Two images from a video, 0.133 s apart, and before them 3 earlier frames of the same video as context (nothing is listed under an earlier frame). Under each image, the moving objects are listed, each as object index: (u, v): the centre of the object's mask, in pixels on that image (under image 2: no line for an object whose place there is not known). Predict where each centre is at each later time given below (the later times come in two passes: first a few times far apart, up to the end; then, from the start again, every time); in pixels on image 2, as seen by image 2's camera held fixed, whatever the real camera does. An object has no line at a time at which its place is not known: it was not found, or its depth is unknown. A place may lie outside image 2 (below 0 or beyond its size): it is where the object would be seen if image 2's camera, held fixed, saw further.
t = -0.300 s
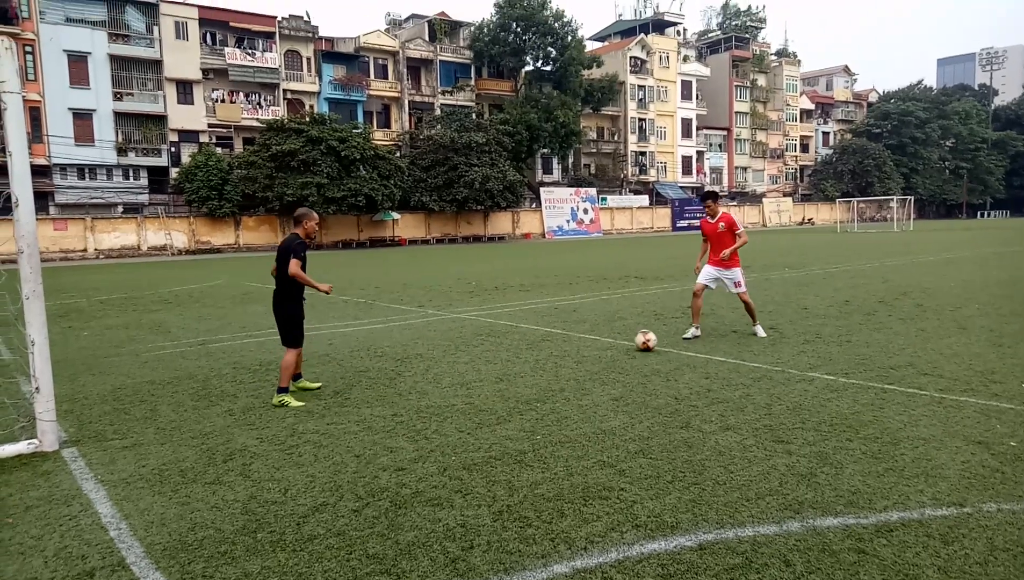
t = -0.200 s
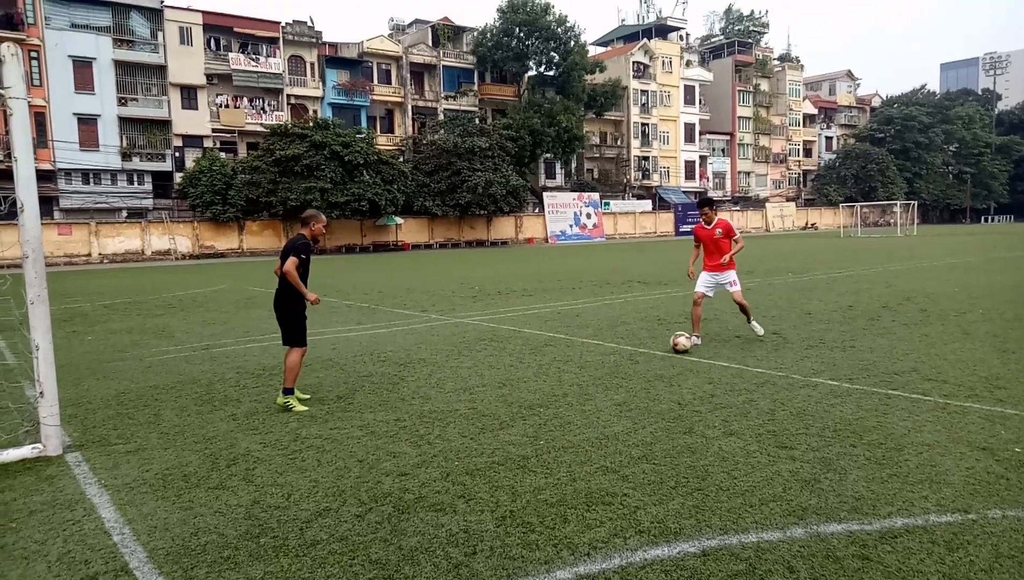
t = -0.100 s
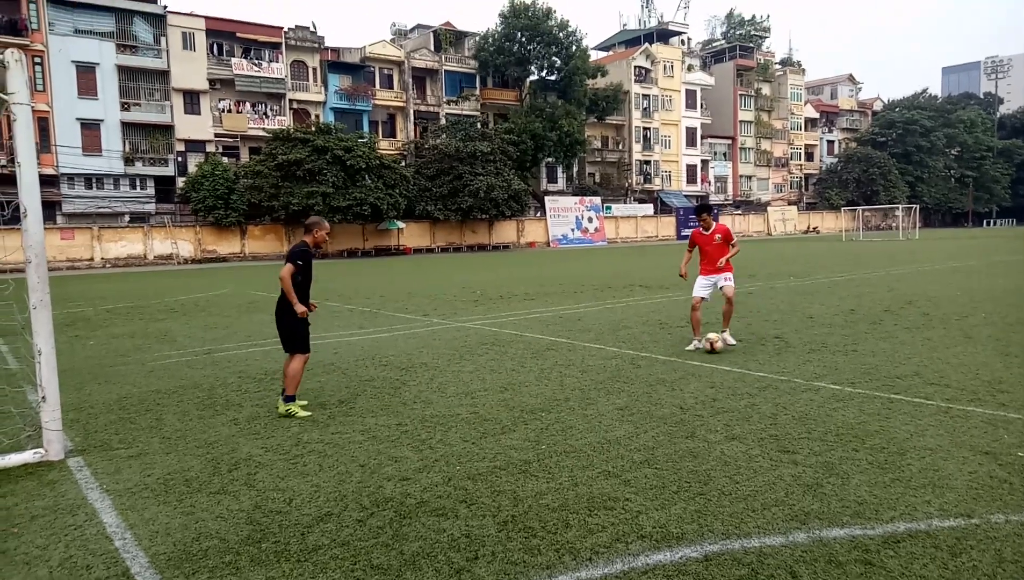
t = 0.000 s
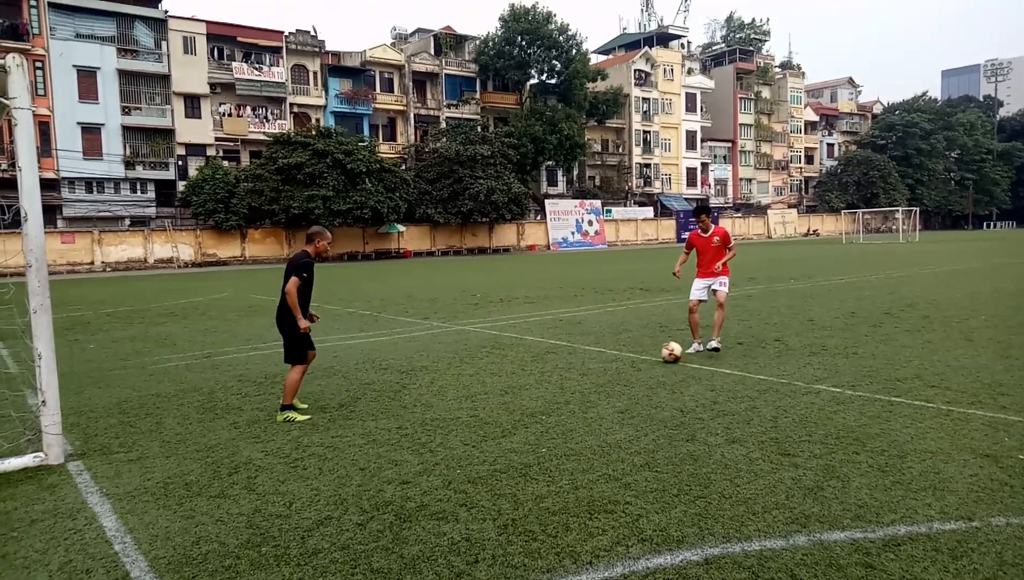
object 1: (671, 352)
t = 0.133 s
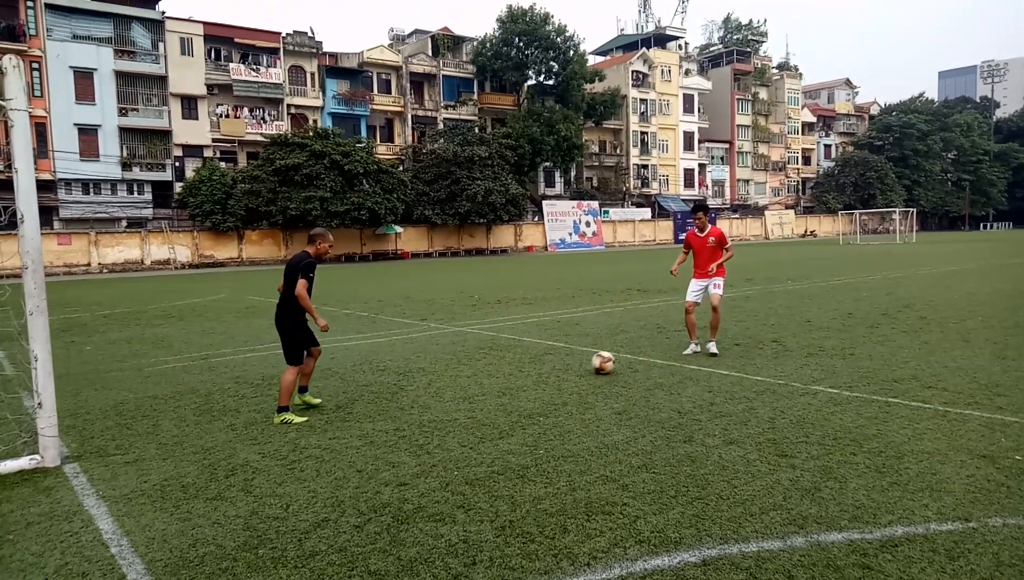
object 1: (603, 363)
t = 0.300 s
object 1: (526, 375)
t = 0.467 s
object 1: (456, 387)
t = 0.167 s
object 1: (588, 366)
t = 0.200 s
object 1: (572, 367)
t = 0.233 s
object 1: (557, 370)
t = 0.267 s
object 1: (541, 374)
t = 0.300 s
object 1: (526, 375)
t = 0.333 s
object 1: (512, 378)
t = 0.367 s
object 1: (497, 381)
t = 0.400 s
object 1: (483, 382)
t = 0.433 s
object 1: (470, 384)
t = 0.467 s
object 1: (456, 387)
